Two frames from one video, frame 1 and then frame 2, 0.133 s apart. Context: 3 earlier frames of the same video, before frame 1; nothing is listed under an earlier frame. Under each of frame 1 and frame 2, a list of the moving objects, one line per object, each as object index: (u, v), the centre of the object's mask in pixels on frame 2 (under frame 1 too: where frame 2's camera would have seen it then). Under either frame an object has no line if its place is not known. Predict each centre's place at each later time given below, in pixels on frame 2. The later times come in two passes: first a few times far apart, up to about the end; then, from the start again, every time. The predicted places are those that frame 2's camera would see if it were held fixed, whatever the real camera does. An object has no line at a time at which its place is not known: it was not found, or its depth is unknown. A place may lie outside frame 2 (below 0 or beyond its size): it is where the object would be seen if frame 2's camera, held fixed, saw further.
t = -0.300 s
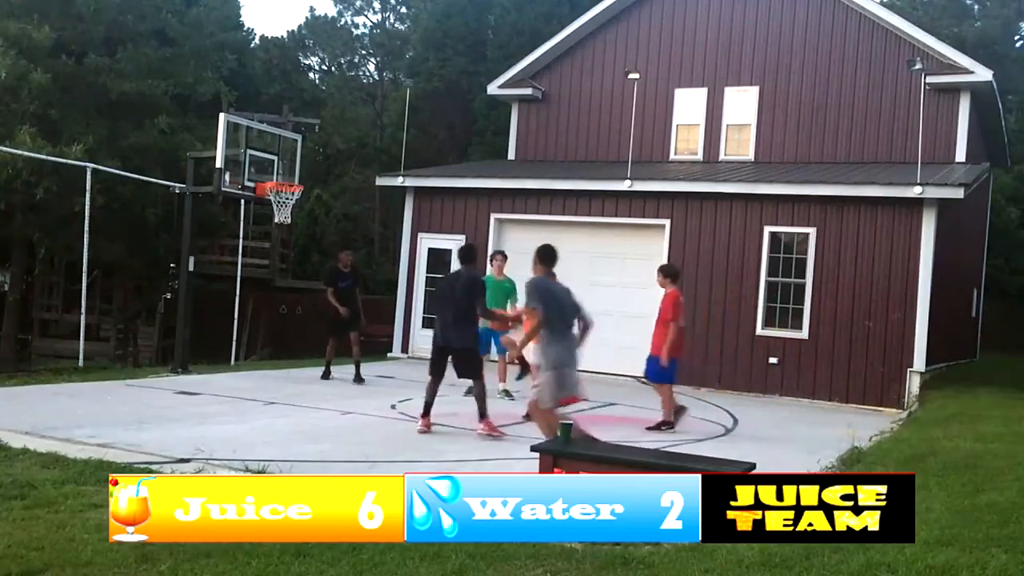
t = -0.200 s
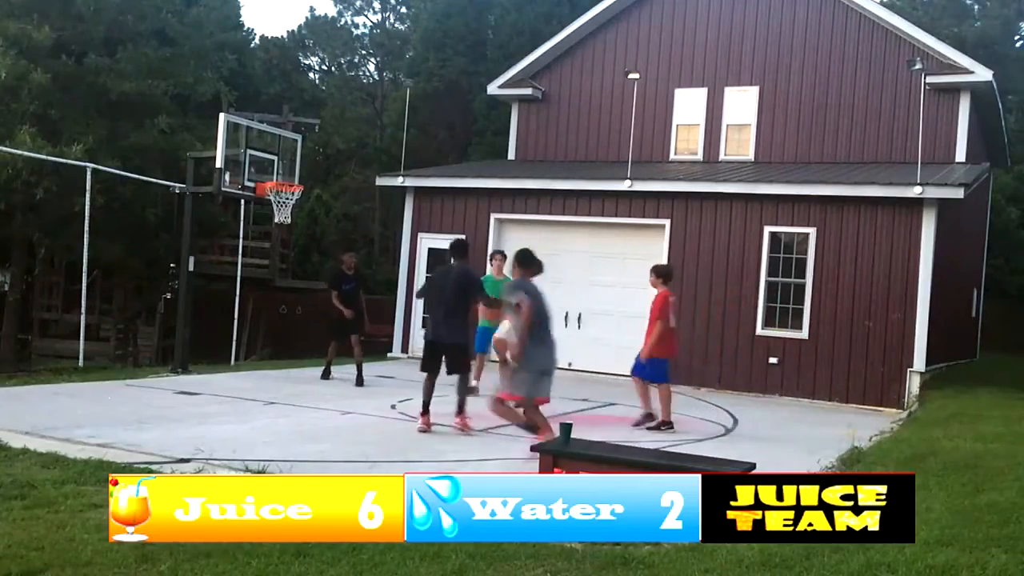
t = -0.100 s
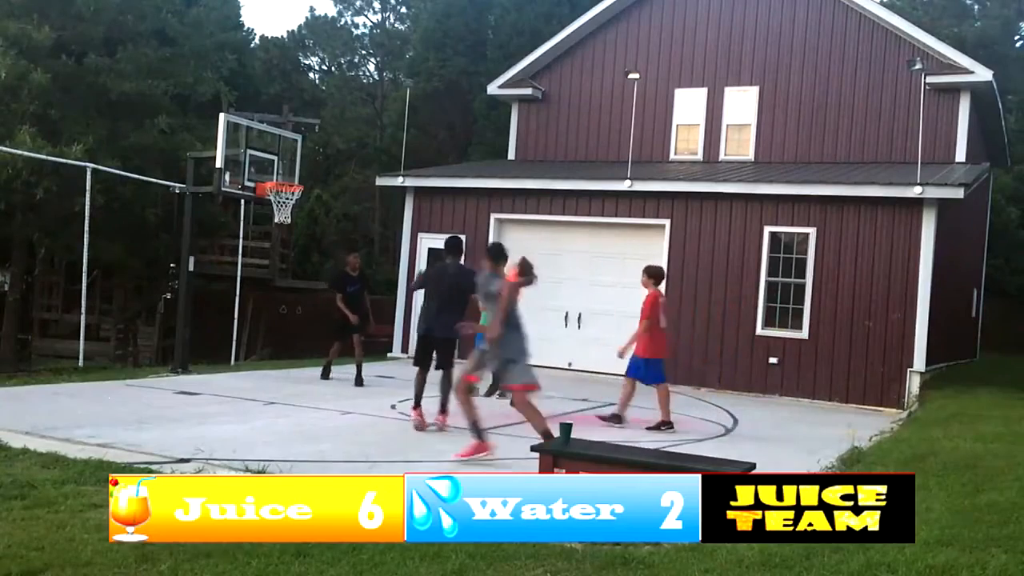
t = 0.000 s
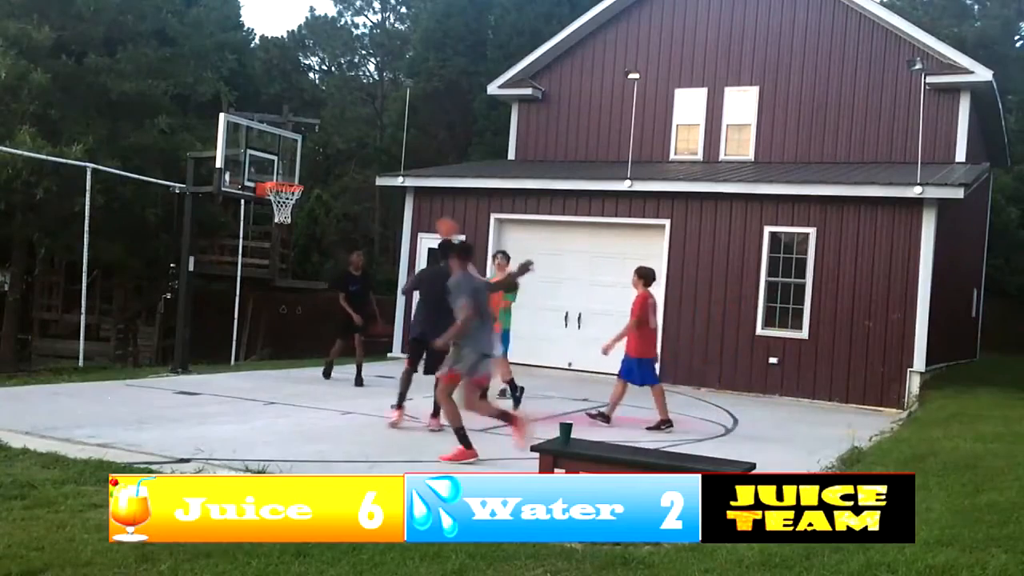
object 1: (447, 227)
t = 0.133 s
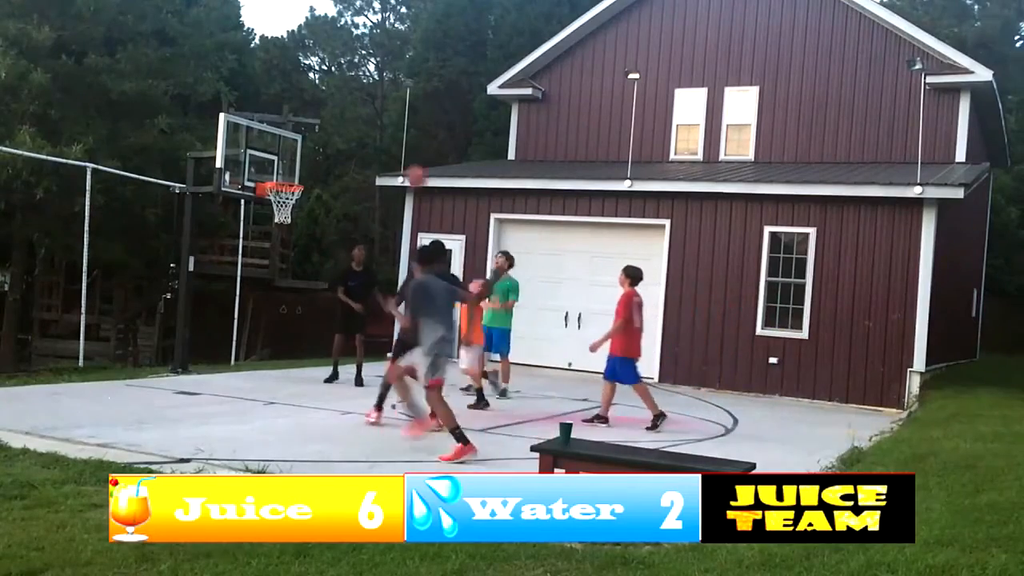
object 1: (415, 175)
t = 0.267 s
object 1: (387, 141)
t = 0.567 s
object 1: (320, 116)
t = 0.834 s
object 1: (262, 150)
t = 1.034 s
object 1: (284, 175)
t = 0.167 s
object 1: (409, 166)
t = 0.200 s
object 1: (401, 156)
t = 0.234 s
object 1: (393, 148)
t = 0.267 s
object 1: (387, 141)
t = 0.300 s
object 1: (380, 135)
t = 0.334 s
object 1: (372, 129)
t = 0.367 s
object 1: (364, 124)
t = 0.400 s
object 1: (357, 120)
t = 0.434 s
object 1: (350, 118)
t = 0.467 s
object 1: (342, 116)
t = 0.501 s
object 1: (335, 116)
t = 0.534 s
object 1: (327, 115)
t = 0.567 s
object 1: (320, 116)
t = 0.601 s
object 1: (312, 117)
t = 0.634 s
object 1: (305, 120)
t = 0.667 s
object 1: (298, 122)
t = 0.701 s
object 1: (291, 126)
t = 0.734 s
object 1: (283, 132)
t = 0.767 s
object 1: (275, 137)
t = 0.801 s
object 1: (267, 144)
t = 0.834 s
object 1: (262, 150)
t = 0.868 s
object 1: (266, 154)
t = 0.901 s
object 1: (270, 157)
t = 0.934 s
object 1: (274, 163)
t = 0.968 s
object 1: (278, 169)
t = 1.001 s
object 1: (282, 174)
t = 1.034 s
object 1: (284, 175)
